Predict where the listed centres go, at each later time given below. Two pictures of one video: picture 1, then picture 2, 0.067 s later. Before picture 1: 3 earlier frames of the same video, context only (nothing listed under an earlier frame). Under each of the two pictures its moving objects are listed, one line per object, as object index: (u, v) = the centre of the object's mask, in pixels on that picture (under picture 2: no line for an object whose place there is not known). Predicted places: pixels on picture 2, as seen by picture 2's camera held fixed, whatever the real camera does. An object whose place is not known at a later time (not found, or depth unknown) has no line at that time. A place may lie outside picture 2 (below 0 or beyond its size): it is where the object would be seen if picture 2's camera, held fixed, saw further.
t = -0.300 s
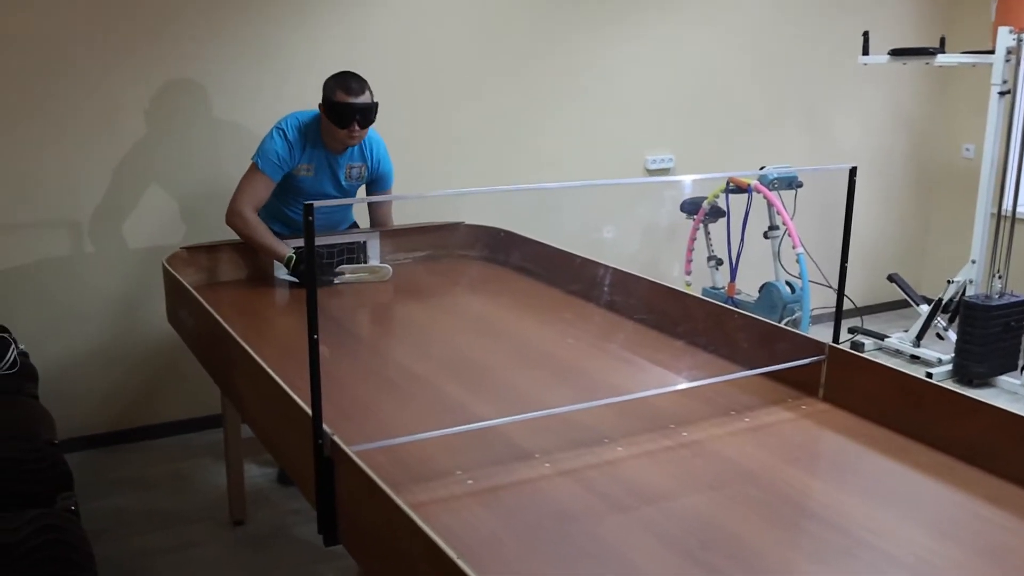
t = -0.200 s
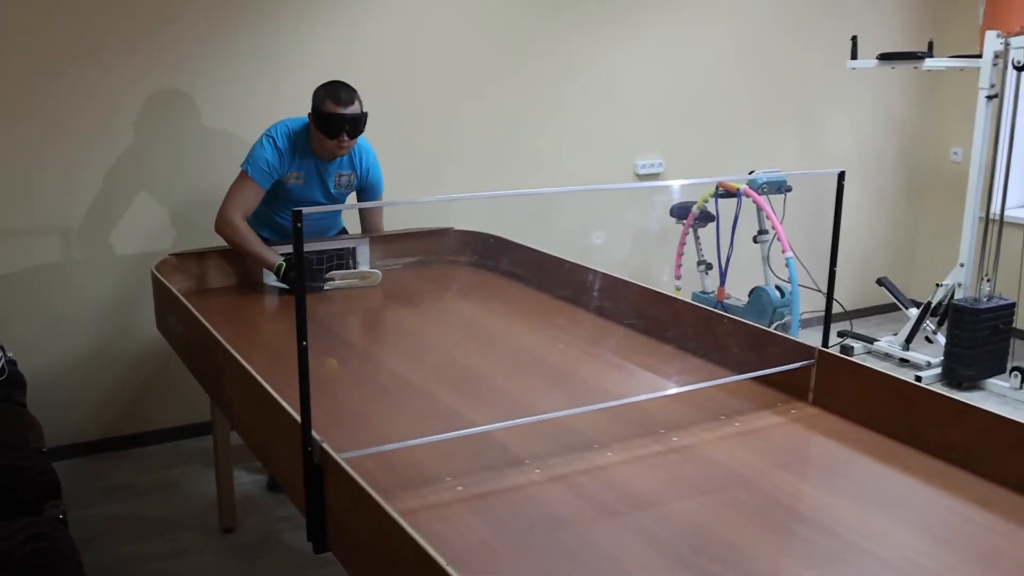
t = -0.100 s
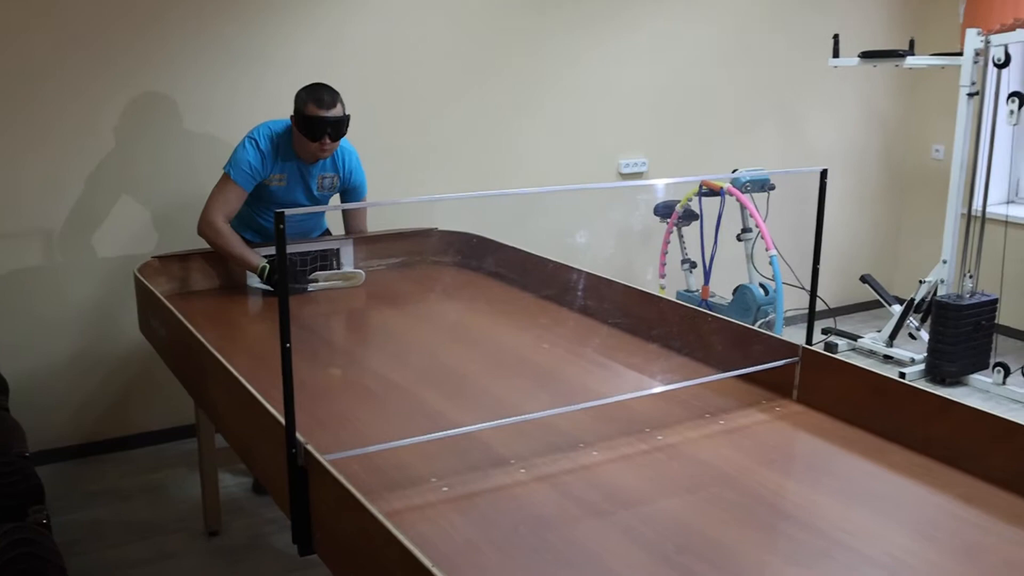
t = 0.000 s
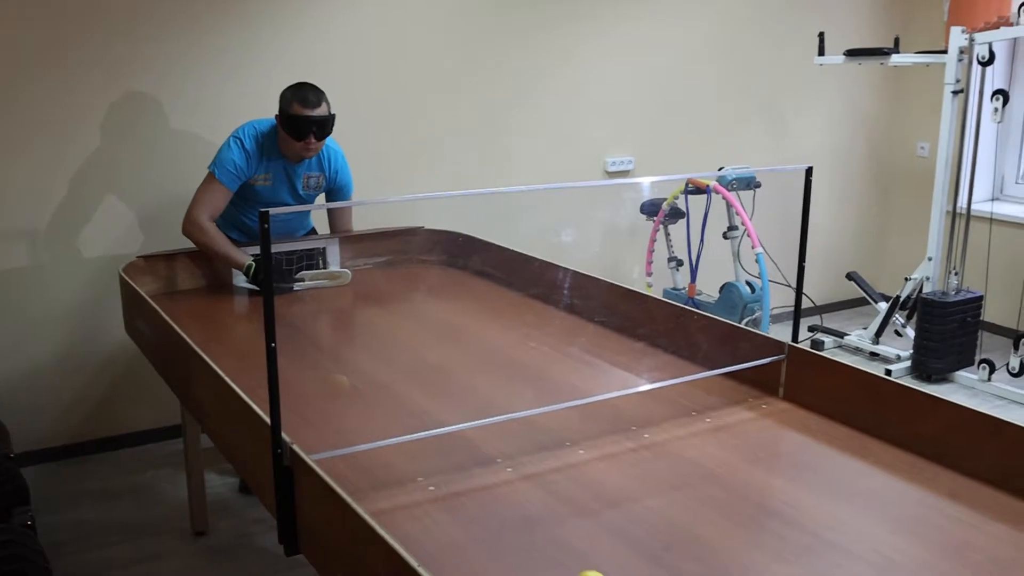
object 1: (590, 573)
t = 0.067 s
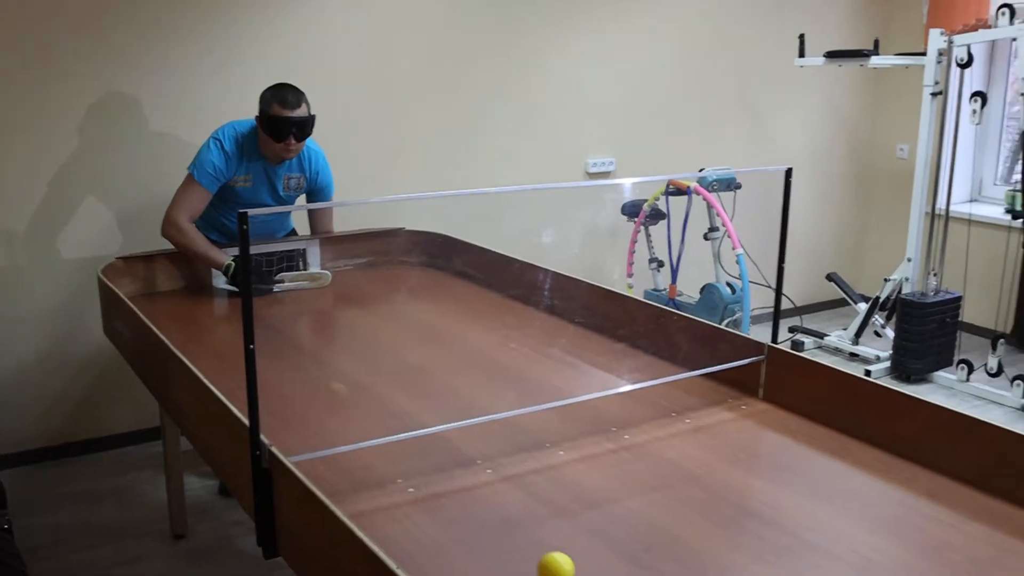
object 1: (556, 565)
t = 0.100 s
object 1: (553, 562)
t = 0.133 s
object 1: (549, 556)
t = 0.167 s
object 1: (543, 546)
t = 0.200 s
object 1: (540, 542)
